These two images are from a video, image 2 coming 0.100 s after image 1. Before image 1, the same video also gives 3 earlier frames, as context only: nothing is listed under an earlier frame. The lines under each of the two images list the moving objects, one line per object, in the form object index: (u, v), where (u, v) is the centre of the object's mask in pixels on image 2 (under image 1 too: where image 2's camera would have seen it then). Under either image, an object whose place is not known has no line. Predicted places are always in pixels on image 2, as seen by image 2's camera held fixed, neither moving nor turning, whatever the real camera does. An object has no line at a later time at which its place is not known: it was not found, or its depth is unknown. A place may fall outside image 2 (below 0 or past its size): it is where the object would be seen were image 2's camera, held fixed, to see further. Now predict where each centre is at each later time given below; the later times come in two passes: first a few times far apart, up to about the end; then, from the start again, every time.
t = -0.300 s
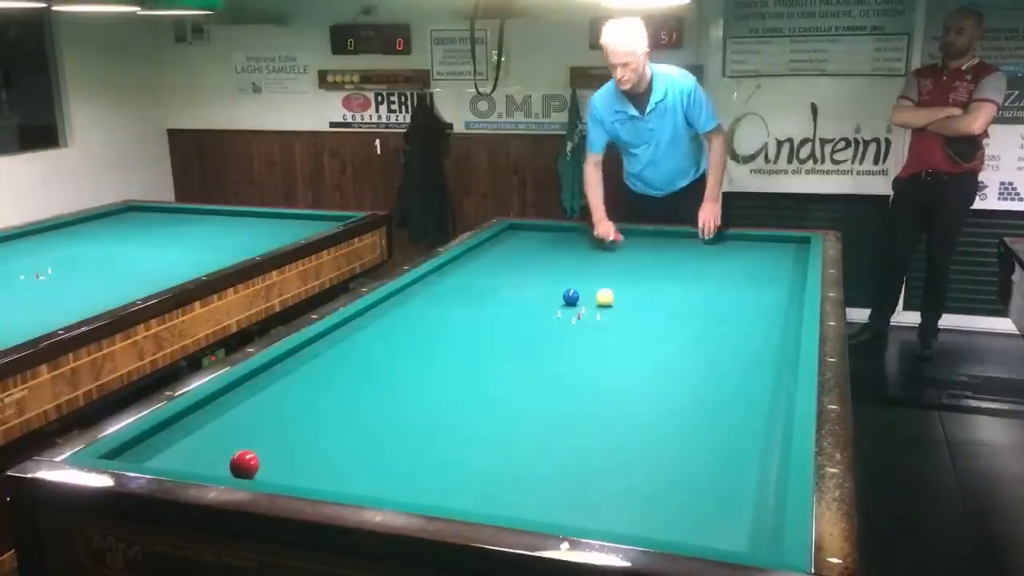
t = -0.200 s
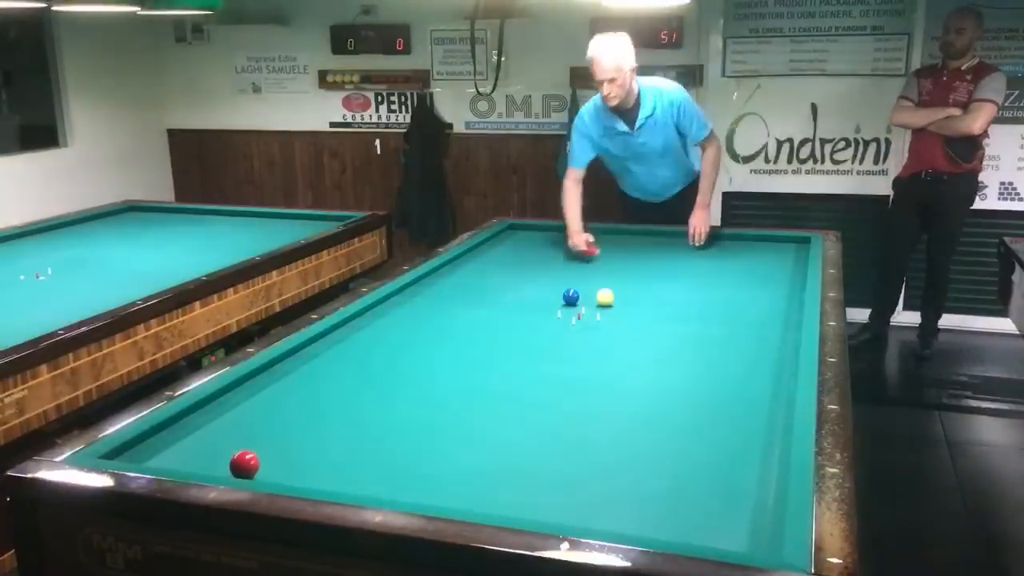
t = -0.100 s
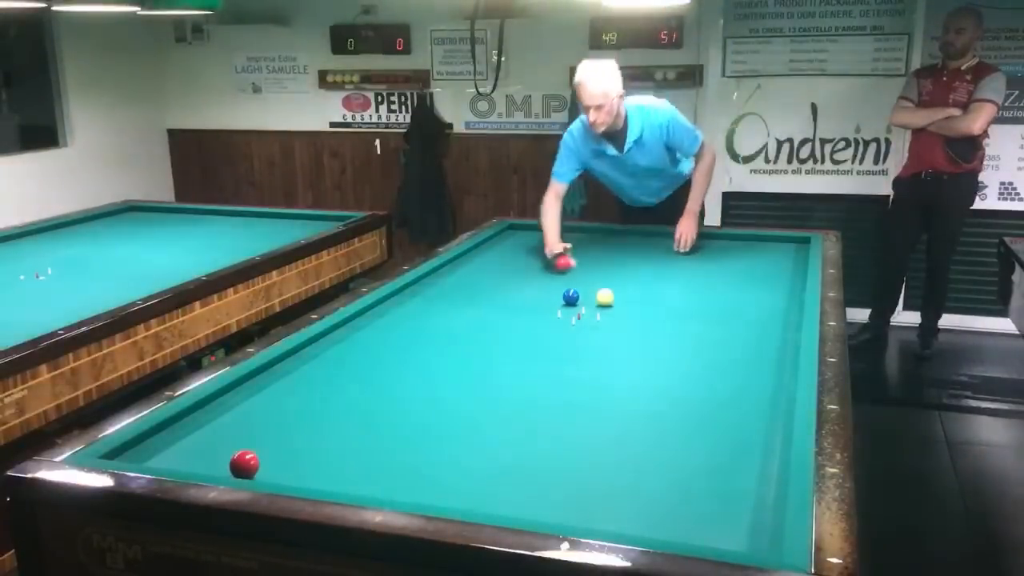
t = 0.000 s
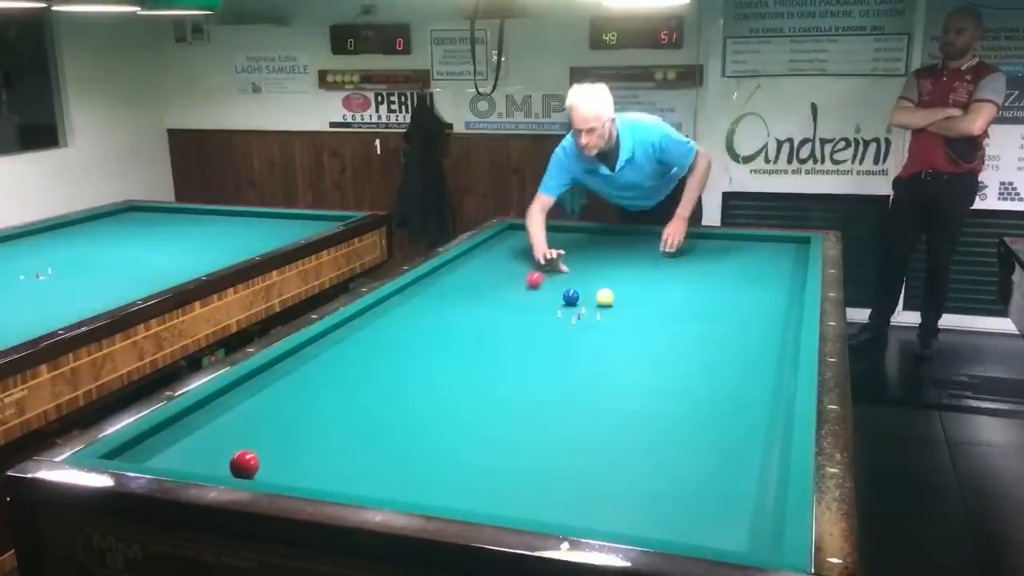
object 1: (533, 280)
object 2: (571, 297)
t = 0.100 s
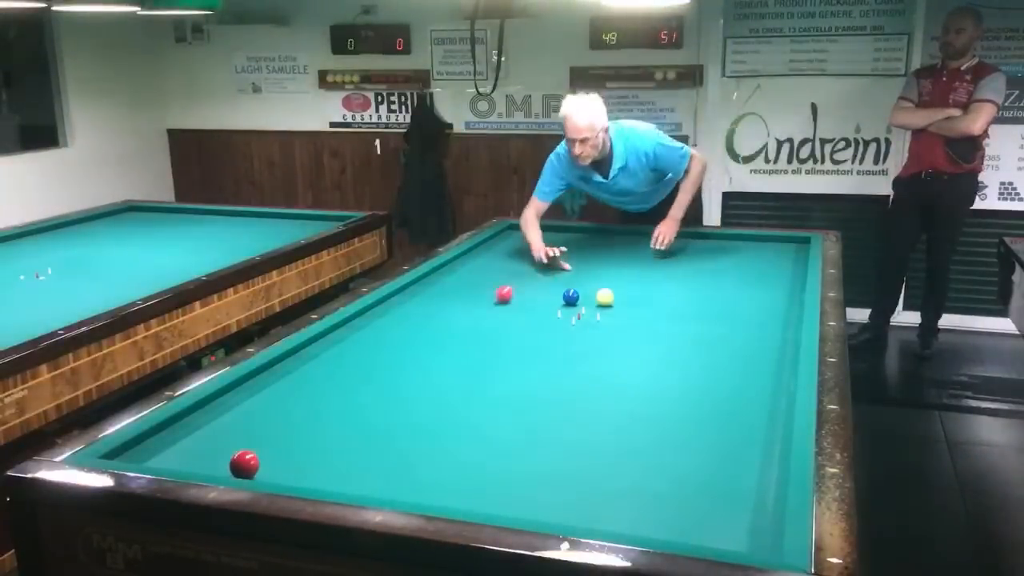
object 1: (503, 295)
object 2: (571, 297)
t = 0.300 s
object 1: (439, 325)
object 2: (571, 297)
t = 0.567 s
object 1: (342, 371)
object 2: (571, 297)
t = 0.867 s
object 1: (186, 444)
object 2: (571, 297)
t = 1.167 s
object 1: (209, 410)
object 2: (571, 297)
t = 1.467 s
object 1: (271, 372)
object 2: (571, 297)
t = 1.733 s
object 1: (324, 347)
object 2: (571, 297)
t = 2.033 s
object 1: (373, 322)
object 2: (571, 297)
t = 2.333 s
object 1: (414, 302)
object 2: (571, 297)
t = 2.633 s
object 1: (449, 286)
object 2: (571, 297)
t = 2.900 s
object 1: (477, 272)
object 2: (571, 297)
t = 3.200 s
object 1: (504, 259)
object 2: (571, 297)
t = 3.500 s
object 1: (527, 248)
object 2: (571, 297)
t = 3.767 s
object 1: (546, 239)
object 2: (571, 297)
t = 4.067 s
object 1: (564, 230)
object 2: (571, 297)
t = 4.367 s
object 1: (568, 233)
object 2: (571, 297)
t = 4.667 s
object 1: (568, 238)
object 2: (571, 297)
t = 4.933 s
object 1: (568, 243)
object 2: (571, 297)
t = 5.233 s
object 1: (569, 249)
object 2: (571, 297)
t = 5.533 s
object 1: (569, 255)
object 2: (571, 297)
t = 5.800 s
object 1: (570, 260)
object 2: (571, 297)
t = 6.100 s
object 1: (571, 266)
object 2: (571, 297)
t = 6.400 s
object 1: (571, 272)
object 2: (571, 297)
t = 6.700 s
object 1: (571, 278)
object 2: (571, 297)
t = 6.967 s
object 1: (572, 282)
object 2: (571, 297)
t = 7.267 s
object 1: (573, 286)
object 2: (570, 297)
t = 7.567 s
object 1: (575, 290)
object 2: (570, 299)
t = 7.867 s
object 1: (576, 293)
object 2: (568, 304)
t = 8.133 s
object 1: (576, 295)
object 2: (566, 307)
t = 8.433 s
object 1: (577, 297)
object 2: (563, 310)
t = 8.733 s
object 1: (578, 299)
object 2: (561, 314)
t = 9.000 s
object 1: (577, 299)
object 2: (559, 317)
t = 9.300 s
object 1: (577, 300)
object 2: (556, 321)
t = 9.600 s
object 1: (577, 300)
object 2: (553, 323)
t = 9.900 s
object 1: (577, 300)
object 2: (550, 326)
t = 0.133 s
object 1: (494, 299)
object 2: (571, 297)
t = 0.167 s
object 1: (483, 305)
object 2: (571, 297)
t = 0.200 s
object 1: (472, 310)
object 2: (571, 297)
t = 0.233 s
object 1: (462, 315)
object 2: (571, 297)
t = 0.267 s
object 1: (450, 320)
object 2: (571, 297)
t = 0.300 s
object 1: (439, 325)
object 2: (571, 297)
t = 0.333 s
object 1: (428, 331)
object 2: (571, 297)
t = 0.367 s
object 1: (417, 336)
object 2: (571, 297)
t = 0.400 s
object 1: (406, 341)
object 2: (571, 297)
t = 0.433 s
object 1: (394, 347)
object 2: (571, 297)
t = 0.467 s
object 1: (382, 353)
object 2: (571, 297)
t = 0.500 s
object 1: (369, 358)
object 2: (571, 297)
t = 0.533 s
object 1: (356, 365)
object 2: (571, 297)
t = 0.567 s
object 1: (342, 371)
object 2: (571, 297)
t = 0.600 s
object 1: (328, 378)
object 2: (571, 297)
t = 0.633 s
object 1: (312, 385)
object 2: (571, 297)
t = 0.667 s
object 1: (297, 393)
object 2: (571, 297)
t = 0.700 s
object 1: (280, 401)
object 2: (571, 297)
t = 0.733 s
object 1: (262, 409)
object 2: (571, 297)
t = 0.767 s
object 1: (245, 417)
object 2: (571, 297)
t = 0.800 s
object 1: (226, 425)
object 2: (571, 297)
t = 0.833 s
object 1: (206, 435)
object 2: (571, 297)
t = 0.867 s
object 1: (186, 444)
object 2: (571, 297)
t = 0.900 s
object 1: (164, 453)
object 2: (571, 297)
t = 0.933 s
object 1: (146, 457)
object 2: (571, 297)
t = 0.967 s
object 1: (156, 453)
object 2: (571, 297)
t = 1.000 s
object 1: (167, 446)
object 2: (571, 297)
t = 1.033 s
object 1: (177, 437)
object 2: (571, 297)
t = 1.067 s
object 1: (186, 430)
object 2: (571, 297)
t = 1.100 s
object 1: (194, 423)
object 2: (571, 297)
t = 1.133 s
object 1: (202, 416)
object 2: (571, 297)
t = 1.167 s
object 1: (209, 410)
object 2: (571, 297)
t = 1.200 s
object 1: (215, 405)
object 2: (571, 297)
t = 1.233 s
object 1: (221, 400)
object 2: (571, 297)
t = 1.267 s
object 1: (226, 395)
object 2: (571, 297)
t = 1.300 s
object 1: (231, 391)
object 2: (571, 297)
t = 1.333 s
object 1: (240, 386)
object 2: (571, 297)
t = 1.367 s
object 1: (249, 383)
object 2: (571, 297)
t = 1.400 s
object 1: (256, 379)
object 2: (571, 297)
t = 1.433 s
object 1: (264, 375)
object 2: (571, 297)
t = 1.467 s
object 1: (271, 372)
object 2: (571, 297)
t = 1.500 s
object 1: (278, 369)
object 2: (571, 297)
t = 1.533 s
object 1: (285, 365)
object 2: (571, 297)
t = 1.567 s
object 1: (292, 362)
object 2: (571, 297)
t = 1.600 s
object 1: (299, 358)
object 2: (571, 297)
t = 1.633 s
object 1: (305, 355)
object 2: (571, 297)
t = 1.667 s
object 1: (311, 353)
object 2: (571, 297)
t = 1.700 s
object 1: (318, 349)
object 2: (571, 297)
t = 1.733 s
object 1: (324, 347)
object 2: (571, 297)
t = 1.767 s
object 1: (330, 343)
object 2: (571, 297)
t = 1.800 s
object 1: (335, 341)
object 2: (571, 297)
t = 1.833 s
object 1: (341, 338)
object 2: (571, 297)
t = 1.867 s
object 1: (347, 335)
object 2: (571, 297)
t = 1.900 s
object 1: (352, 332)
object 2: (571, 297)
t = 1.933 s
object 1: (358, 330)
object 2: (571, 297)
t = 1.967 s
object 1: (363, 327)
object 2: (571, 297)
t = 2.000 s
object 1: (368, 325)
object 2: (571, 297)
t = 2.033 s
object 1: (373, 322)
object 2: (571, 297)
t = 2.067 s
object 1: (378, 320)
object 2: (571, 297)
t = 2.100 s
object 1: (383, 317)
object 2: (571, 297)
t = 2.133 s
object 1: (388, 315)
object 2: (571, 297)
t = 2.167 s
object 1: (392, 313)
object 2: (571, 297)
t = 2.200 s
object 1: (397, 311)
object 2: (571, 297)
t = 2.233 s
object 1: (401, 309)
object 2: (571, 297)
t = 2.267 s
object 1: (406, 306)
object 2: (571, 297)
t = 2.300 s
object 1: (410, 304)
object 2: (571, 297)
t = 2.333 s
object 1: (414, 302)
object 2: (571, 297)
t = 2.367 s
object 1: (419, 300)
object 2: (571, 297)
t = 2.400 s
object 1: (423, 298)
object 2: (571, 297)
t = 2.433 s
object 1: (427, 297)
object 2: (571, 297)
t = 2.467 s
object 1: (431, 295)
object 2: (571, 297)
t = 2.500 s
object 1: (435, 293)
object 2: (571, 297)
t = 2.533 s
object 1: (438, 291)
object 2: (571, 297)
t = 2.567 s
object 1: (442, 289)
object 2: (571, 297)
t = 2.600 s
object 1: (446, 287)
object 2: (571, 297)
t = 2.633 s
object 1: (449, 286)
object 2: (571, 297)
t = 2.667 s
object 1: (453, 283)
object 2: (571, 297)
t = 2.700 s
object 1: (457, 281)
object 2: (571, 297)
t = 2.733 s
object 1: (460, 280)
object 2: (571, 297)
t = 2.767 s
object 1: (463, 278)
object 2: (571, 297)
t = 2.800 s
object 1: (467, 277)
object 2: (571, 297)
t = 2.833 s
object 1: (470, 275)
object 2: (571, 297)
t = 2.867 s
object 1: (474, 274)
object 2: (571, 297)
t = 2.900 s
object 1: (477, 272)
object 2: (571, 297)
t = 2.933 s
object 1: (480, 270)
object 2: (571, 297)
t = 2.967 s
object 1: (483, 269)
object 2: (571, 297)
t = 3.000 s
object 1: (486, 267)
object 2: (571, 297)
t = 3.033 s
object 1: (490, 266)
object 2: (571, 297)
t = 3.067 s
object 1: (492, 265)
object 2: (571, 297)
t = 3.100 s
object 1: (495, 263)
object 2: (571, 297)
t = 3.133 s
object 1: (498, 262)
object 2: (571, 297)
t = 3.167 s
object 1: (501, 260)
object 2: (571, 297)
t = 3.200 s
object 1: (504, 259)
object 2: (571, 297)
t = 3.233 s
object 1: (507, 258)
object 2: (571, 297)
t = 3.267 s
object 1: (509, 256)
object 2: (571, 297)
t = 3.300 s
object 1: (512, 255)
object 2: (571, 297)
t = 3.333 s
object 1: (514, 254)
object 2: (571, 297)
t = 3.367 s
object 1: (517, 253)
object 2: (571, 297)
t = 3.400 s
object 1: (520, 251)
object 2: (571, 297)
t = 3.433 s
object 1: (522, 251)
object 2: (571, 297)
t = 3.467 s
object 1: (525, 249)
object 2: (571, 297)
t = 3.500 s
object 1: (527, 248)
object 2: (571, 297)
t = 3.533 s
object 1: (530, 247)
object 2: (571, 297)
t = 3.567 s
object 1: (532, 246)
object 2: (571, 297)
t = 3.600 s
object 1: (534, 245)
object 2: (571, 297)
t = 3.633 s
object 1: (536, 243)
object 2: (571, 297)
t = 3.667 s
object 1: (539, 242)
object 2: (571, 297)
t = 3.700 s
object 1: (541, 242)
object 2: (571, 297)
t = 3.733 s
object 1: (544, 240)
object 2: (571, 297)
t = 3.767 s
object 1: (546, 239)
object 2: (571, 297)
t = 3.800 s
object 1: (548, 238)
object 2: (571, 297)
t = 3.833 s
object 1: (550, 237)
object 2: (571, 297)
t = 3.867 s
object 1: (552, 236)
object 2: (571, 297)
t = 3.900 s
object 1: (554, 235)
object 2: (571, 297)
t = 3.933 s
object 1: (556, 234)
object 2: (571, 297)
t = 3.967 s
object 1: (558, 233)
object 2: (571, 297)
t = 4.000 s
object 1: (560, 232)
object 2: (571, 297)
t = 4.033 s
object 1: (563, 231)
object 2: (571, 297)
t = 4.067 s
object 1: (564, 230)
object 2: (571, 297)
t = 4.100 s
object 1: (566, 229)
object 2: (571, 297)
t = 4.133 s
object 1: (568, 228)
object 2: (571, 297)
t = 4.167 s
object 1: (568, 229)
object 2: (571, 297)
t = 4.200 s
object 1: (567, 229)
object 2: (571, 297)
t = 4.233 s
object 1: (567, 230)
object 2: (571, 297)
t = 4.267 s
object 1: (568, 231)
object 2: (571, 297)
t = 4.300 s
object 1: (568, 232)
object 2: (571, 297)
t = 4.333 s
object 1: (568, 232)
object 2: (571, 297)
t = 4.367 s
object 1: (568, 233)
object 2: (571, 297)
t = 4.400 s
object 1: (567, 234)
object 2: (571, 297)
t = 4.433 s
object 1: (568, 234)
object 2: (571, 297)
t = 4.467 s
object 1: (568, 235)
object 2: (571, 297)
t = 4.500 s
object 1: (568, 235)
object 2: (571, 297)
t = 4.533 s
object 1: (568, 236)
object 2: (571, 297)
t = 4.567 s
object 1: (568, 237)
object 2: (571, 297)
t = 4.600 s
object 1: (568, 237)
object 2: (571, 297)
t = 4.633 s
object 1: (568, 238)
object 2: (571, 297)
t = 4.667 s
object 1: (568, 238)
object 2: (571, 297)
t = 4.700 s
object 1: (568, 239)
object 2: (571, 297)
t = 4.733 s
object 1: (568, 239)
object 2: (571, 297)
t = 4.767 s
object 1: (568, 240)
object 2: (571, 297)
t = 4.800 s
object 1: (568, 241)
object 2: (571, 297)
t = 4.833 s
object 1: (568, 241)
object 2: (571, 297)
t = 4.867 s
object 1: (568, 242)
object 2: (571, 297)
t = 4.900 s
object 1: (568, 242)
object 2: (571, 297)
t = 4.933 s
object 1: (568, 243)
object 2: (571, 297)
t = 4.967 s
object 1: (568, 243)
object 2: (571, 297)
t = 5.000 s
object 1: (568, 244)
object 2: (571, 297)
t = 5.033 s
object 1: (568, 244)
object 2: (571, 297)
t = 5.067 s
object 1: (568, 245)
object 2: (571, 297)
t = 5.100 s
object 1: (569, 246)
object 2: (571, 297)
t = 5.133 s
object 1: (569, 247)
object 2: (571, 297)
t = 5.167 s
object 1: (569, 247)
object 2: (571, 297)
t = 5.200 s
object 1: (569, 248)
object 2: (571, 297)
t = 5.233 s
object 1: (569, 249)
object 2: (571, 297)
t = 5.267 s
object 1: (569, 249)
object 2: (571, 297)
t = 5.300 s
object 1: (569, 250)
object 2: (571, 297)
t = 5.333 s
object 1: (569, 251)
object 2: (571, 297)
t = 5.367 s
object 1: (570, 251)
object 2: (571, 297)
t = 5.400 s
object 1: (569, 252)
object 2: (571, 297)
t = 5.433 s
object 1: (570, 252)
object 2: (571, 297)
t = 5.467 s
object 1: (570, 253)
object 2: (571, 297)
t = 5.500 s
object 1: (570, 254)
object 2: (571, 297)
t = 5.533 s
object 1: (569, 255)
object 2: (571, 297)
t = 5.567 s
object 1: (570, 255)
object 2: (571, 297)
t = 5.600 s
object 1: (570, 256)
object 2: (571, 297)
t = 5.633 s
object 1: (570, 257)
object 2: (571, 297)
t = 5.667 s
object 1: (570, 257)
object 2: (571, 297)
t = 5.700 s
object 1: (570, 258)
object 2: (571, 297)
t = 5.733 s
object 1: (570, 258)
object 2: (571, 297)
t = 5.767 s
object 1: (570, 259)
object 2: (571, 297)
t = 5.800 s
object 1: (570, 260)
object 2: (571, 297)
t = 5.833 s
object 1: (570, 260)
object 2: (571, 297)
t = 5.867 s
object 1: (570, 261)
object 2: (571, 297)
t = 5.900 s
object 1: (570, 262)
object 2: (571, 297)
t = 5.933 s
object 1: (570, 262)
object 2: (571, 297)
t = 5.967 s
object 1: (571, 263)
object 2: (571, 297)
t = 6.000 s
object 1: (570, 264)
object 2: (571, 297)
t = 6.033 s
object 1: (570, 265)
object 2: (571, 297)
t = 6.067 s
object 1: (571, 265)
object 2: (571, 297)
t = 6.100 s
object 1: (571, 266)
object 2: (571, 297)
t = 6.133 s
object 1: (571, 266)
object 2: (571, 297)
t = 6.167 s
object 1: (571, 267)
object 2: (571, 297)
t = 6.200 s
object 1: (571, 268)
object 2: (571, 297)
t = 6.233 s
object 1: (571, 268)
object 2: (571, 297)
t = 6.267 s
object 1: (571, 269)
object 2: (571, 297)
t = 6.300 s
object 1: (571, 269)
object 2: (571, 297)
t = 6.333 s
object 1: (571, 270)
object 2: (571, 297)
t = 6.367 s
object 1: (571, 271)
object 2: (571, 297)
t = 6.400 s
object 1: (571, 272)
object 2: (571, 297)
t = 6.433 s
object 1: (571, 273)
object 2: (571, 297)
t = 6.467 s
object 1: (571, 273)
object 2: (571, 297)
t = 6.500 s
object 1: (571, 274)
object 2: (571, 297)
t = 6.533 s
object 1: (571, 274)
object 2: (571, 297)
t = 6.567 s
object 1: (572, 275)
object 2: (571, 297)
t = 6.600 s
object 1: (571, 276)
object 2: (571, 297)
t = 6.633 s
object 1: (571, 276)
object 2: (571, 297)
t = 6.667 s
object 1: (571, 277)
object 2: (571, 297)
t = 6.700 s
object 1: (571, 278)
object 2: (571, 297)
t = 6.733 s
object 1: (572, 278)
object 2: (571, 297)
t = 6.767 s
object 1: (572, 279)
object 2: (571, 297)
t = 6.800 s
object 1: (572, 279)
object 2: (571, 297)
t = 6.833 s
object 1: (572, 280)
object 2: (571, 297)
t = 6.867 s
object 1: (572, 281)
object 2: (570, 297)
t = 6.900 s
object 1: (572, 281)
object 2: (570, 297)
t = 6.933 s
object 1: (572, 282)
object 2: (571, 296)
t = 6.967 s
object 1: (572, 282)
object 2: (571, 297)
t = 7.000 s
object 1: (572, 282)
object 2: (571, 297)
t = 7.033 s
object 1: (572, 283)
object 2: (571, 297)
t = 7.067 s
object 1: (573, 283)
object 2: (571, 297)
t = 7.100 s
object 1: (573, 284)
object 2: (571, 297)
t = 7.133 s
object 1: (573, 284)
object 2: (570, 297)
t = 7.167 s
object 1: (573, 285)
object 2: (570, 297)
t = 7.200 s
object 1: (573, 285)
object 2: (570, 297)
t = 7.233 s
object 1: (573, 285)
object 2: (570, 297)
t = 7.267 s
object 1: (573, 286)
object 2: (570, 297)
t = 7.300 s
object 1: (573, 286)
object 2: (570, 297)
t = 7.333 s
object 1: (573, 287)
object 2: (570, 297)
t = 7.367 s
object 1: (573, 287)
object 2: (571, 297)
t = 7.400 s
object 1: (573, 288)
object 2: (570, 297)
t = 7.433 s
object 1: (573, 288)
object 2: (571, 297)
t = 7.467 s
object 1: (574, 288)
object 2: (570, 298)
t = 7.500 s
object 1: (574, 289)
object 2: (570, 298)
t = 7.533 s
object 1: (574, 289)
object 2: (570, 299)
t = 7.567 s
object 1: (575, 290)
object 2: (570, 299)
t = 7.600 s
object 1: (575, 290)
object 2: (570, 299)
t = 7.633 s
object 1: (575, 290)
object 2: (570, 300)
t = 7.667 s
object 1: (575, 291)
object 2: (569, 301)
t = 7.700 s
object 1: (575, 291)
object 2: (569, 301)
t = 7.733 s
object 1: (576, 291)
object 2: (569, 302)
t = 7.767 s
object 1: (576, 292)
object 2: (568, 302)
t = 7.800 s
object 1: (576, 292)
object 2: (568, 303)
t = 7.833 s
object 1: (576, 292)
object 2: (568, 303)
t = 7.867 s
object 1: (576, 293)
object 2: (568, 304)
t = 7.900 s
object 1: (576, 293)
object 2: (567, 304)
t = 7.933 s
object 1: (576, 293)
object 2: (567, 304)
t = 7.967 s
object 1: (576, 294)
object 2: (567, 305)
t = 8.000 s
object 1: (576, 294)
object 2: (566, 305)
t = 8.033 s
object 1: (576, 294)
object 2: (566, 306)
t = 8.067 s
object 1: (576, 295)
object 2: (566, 306)
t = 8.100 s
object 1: (576, 295)
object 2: (566, 306)
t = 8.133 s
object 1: (576, 295)
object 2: (566, 307)
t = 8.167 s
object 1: (577, 295)
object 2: (566, 307)
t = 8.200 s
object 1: (576, 296)
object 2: (565, 307)
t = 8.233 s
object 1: (577, 296)
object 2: (565, 308)
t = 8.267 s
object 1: (576, 297)
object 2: (564, 308)
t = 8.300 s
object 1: (576, 297)
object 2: (564, 309)
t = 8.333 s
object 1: (577, 297)
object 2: (564, 309)
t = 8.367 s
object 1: (577, 297)
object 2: (564, 310)
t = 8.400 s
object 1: (577, 297)
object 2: (564, 310)
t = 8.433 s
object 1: (577, 297)
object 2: (563, 310)
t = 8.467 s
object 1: (577, 298)
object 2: (563, 311)
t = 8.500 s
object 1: (577, 298)
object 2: (563, 311)
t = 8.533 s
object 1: (577, 298)
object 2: (563, 311)
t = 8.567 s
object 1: (577, 298)
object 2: (562, 312)
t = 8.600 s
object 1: (577, 298)
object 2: (562, 312)
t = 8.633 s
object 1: (577, 298)
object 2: (562, 313)
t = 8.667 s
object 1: (577, 298)
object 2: (562, 313)
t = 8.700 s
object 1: (577, 299)
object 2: (561, 313)
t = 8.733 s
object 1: (578, 299)
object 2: (561, 314)
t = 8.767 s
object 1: (577, 299)
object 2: (561, 314)
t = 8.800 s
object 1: (577, 299)
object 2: (560, 315)
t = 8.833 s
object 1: (577, 299)
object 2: (560, 316)
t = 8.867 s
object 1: (577, 299)
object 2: (560, 316)
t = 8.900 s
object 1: (577, 299)
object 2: (559, 317)
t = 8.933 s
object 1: (577, 299)
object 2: (559, 317)
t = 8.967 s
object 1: (577, 299)
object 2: (559, 317)
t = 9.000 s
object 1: (577, 299)
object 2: (559, 317)
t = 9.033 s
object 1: (577, 299)
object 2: (558, 318)
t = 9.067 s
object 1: (577, 300)
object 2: (558, 318)
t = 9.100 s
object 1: (577, 300)
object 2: (558, 318)
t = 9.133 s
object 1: (577, 300)
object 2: (557, 318)
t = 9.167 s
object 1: (578, 300)
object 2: (557, 319)
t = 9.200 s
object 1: (577, 300)
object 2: (557, 320)
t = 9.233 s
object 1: (577, 300)
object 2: (556, 320)
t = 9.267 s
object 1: (577, 300)
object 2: (556, 320)
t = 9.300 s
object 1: (577, 300)
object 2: (556, 321)
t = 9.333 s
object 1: (577, 300)
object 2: (555, 321)
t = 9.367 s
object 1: (577, 300)
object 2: (555, 321)
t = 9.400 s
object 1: (577, 300)
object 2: (555, 322)
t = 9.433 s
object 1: (577, 300)
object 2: (554, 322)
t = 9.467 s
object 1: (577, 300)
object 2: (554, 322)
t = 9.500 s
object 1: (577, 300)
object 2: (554, 322)
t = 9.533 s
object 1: (577, 300)
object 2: (554, 323)
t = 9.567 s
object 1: (577, 300)
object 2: (553, 323)
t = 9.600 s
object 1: (577, 300)
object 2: (553, 323)
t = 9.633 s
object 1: (577, 300)
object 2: (553, 324)
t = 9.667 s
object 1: (577, 300)
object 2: (552, 324)
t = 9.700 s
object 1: (577, 300)
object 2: (552, 324)
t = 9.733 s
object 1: (577, 300)
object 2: (552, 325)
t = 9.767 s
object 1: (577, 300)
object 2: (551, 325)
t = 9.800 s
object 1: (577, 300)
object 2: (551, 325)
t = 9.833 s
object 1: (577, 300)
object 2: (551, 325)
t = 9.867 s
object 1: (577, 300)
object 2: (550, 326)
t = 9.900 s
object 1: (577, 300)
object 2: (550, 326)
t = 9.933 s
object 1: (577, 300)
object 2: (550, 326)
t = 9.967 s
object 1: (577, 300)
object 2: (550, 327)
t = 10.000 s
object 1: (577, 300)
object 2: (549, 327)
